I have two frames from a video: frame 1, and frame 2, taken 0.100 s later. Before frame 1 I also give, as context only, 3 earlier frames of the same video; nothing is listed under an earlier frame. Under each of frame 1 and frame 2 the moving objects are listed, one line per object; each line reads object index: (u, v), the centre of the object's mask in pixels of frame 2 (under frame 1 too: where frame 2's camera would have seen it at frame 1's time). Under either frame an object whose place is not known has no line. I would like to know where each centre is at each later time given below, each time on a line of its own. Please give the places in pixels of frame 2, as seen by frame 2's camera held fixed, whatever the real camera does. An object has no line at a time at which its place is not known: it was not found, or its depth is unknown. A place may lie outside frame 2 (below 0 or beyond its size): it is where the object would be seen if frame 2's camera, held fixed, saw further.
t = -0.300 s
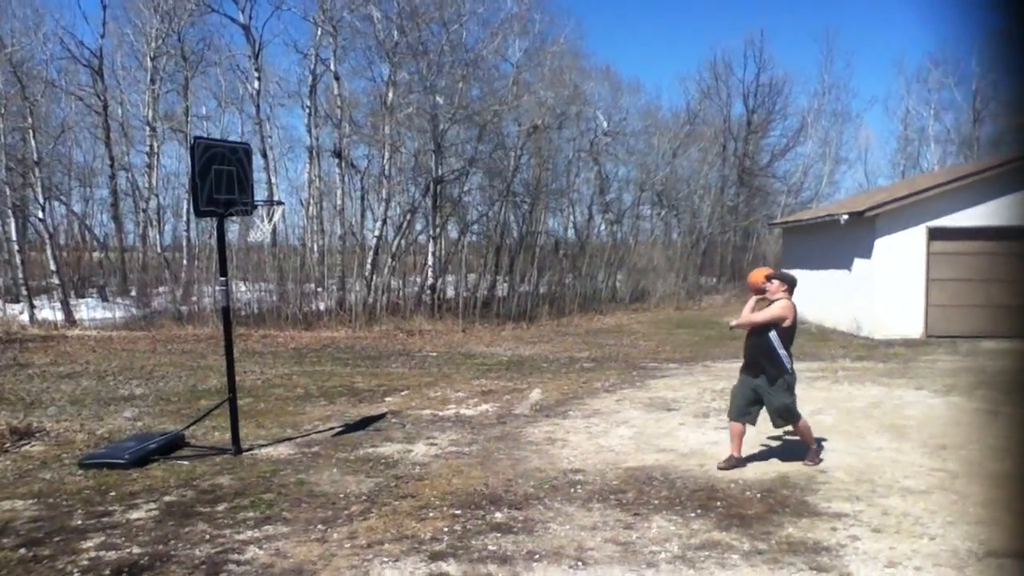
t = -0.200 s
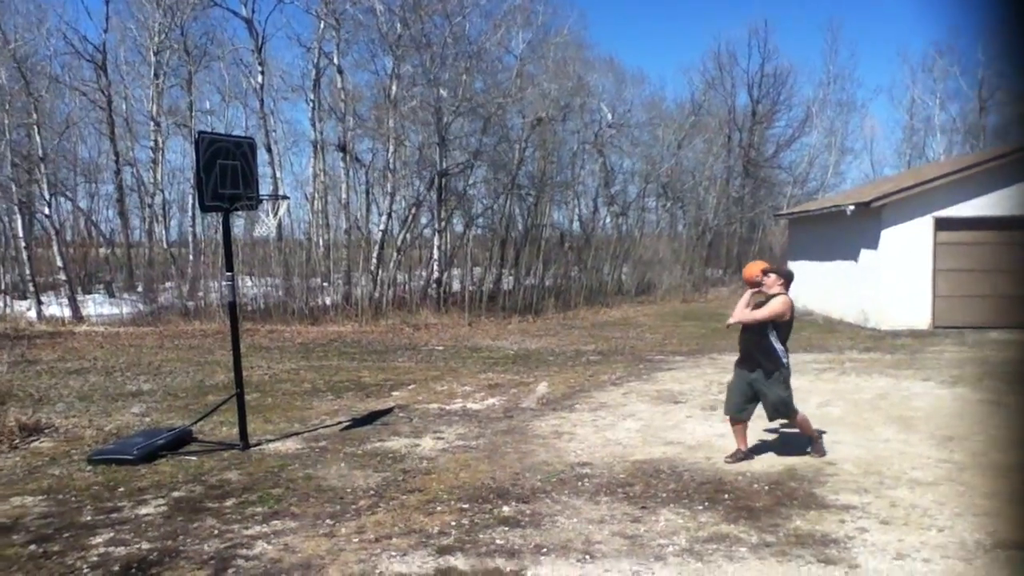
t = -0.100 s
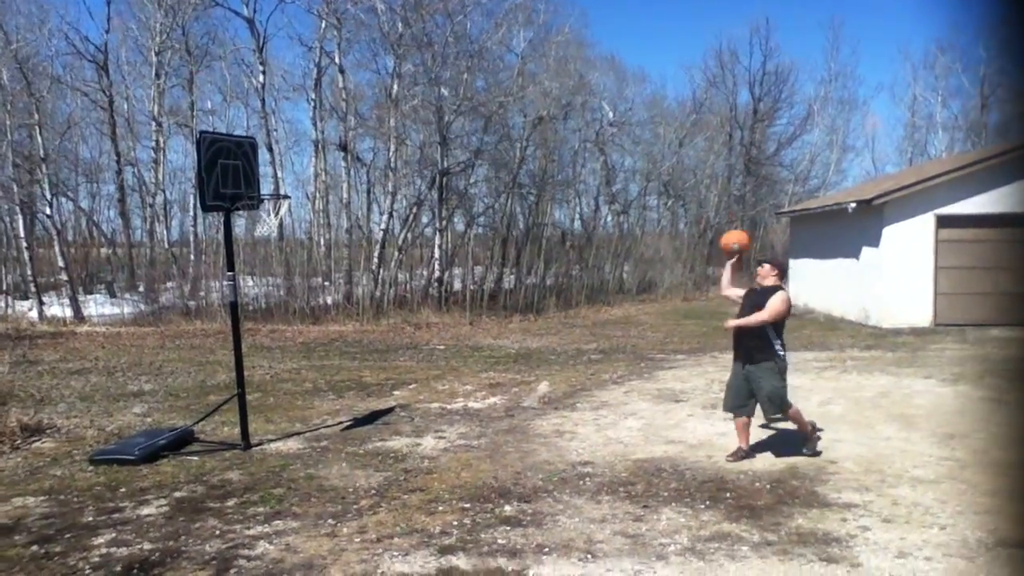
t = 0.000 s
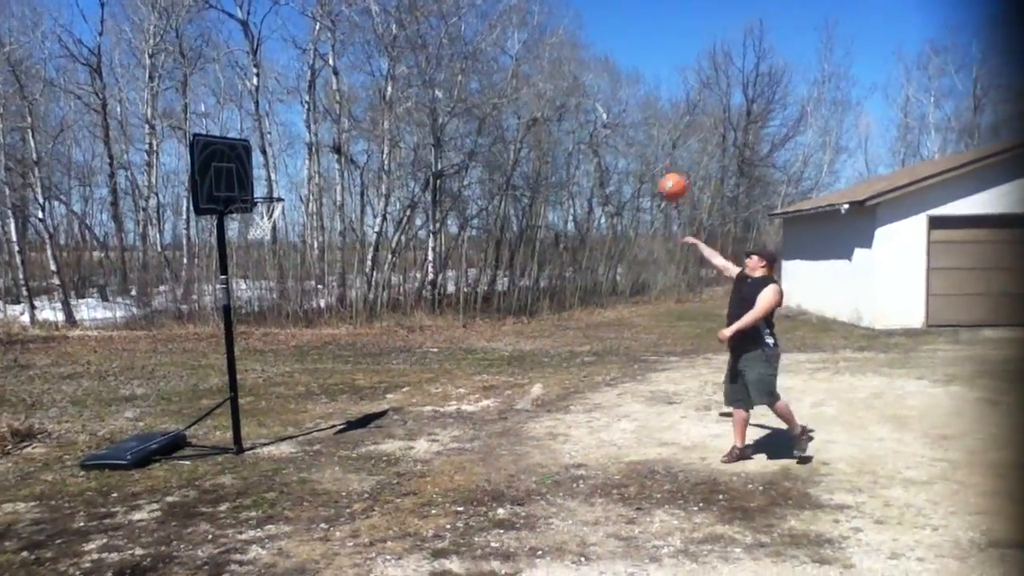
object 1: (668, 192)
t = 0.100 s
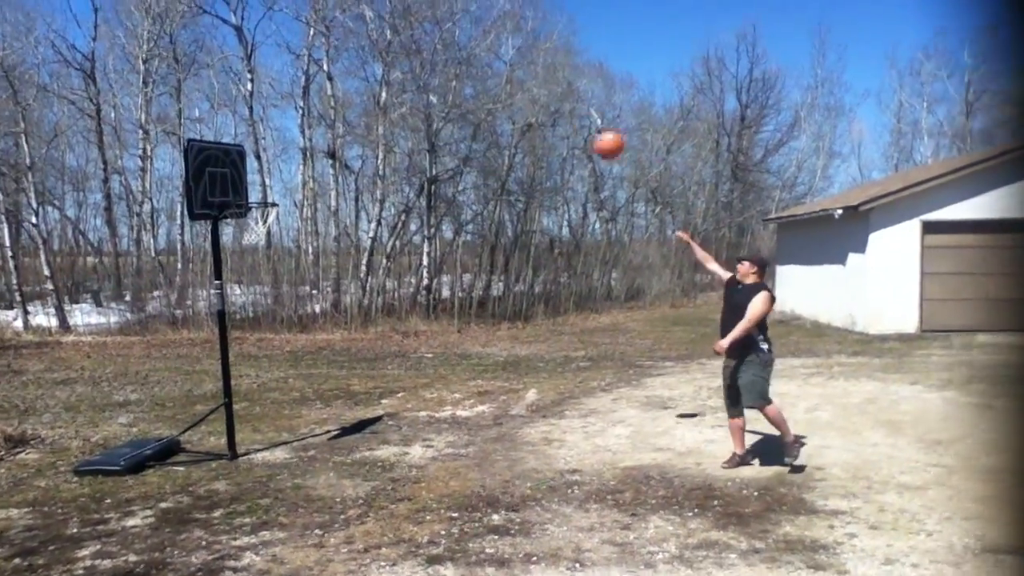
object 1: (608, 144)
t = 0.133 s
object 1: (590, 131)
